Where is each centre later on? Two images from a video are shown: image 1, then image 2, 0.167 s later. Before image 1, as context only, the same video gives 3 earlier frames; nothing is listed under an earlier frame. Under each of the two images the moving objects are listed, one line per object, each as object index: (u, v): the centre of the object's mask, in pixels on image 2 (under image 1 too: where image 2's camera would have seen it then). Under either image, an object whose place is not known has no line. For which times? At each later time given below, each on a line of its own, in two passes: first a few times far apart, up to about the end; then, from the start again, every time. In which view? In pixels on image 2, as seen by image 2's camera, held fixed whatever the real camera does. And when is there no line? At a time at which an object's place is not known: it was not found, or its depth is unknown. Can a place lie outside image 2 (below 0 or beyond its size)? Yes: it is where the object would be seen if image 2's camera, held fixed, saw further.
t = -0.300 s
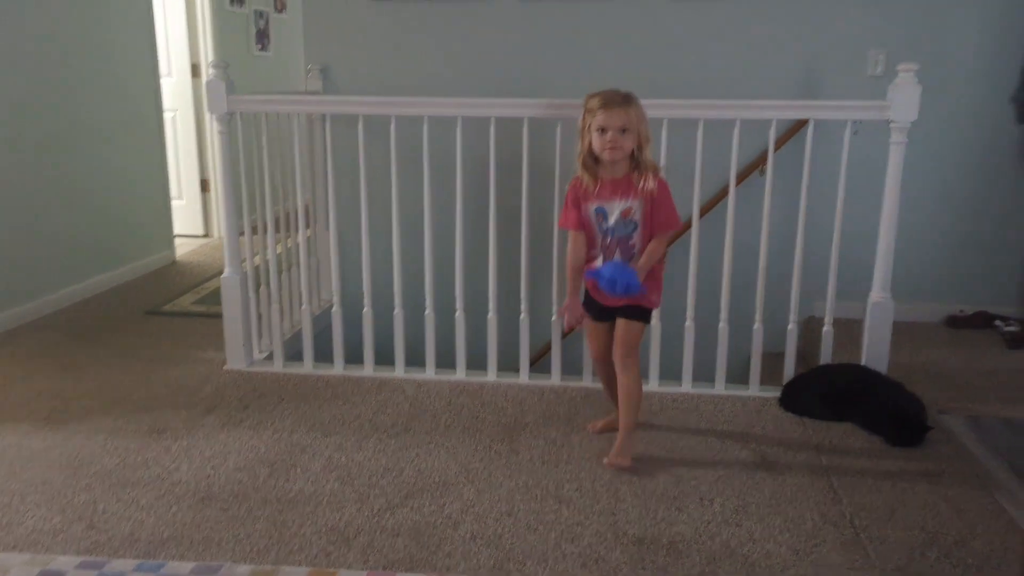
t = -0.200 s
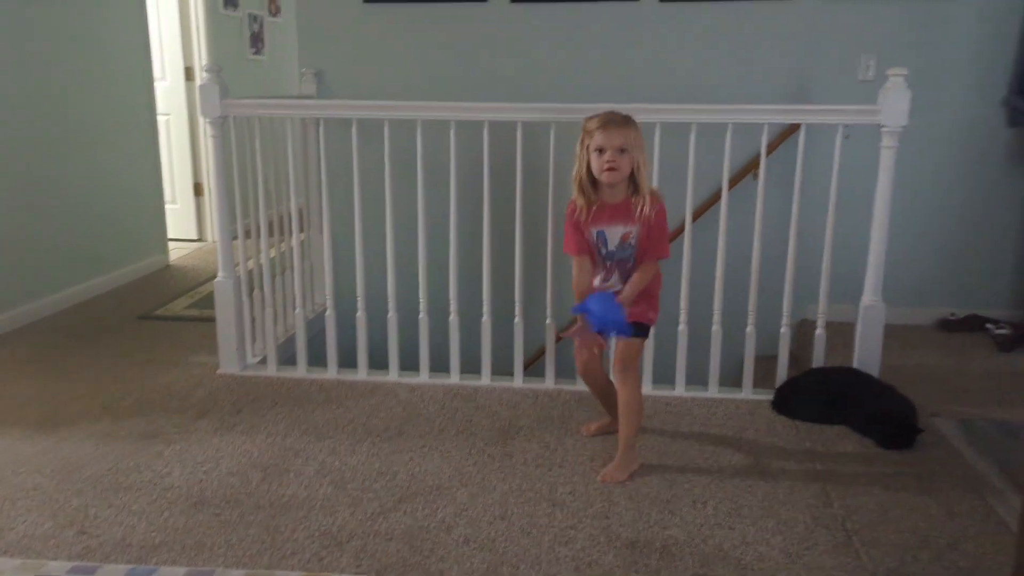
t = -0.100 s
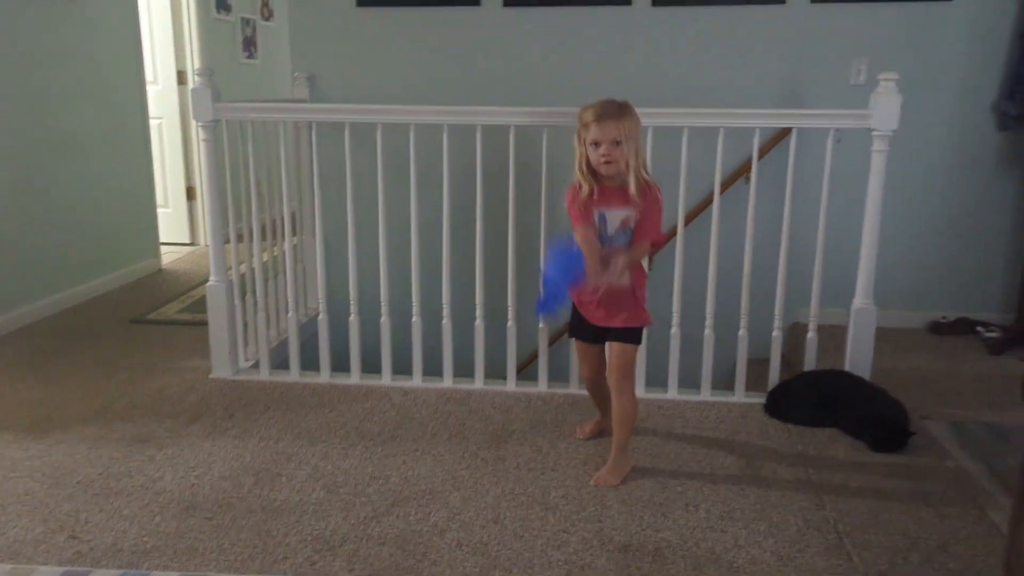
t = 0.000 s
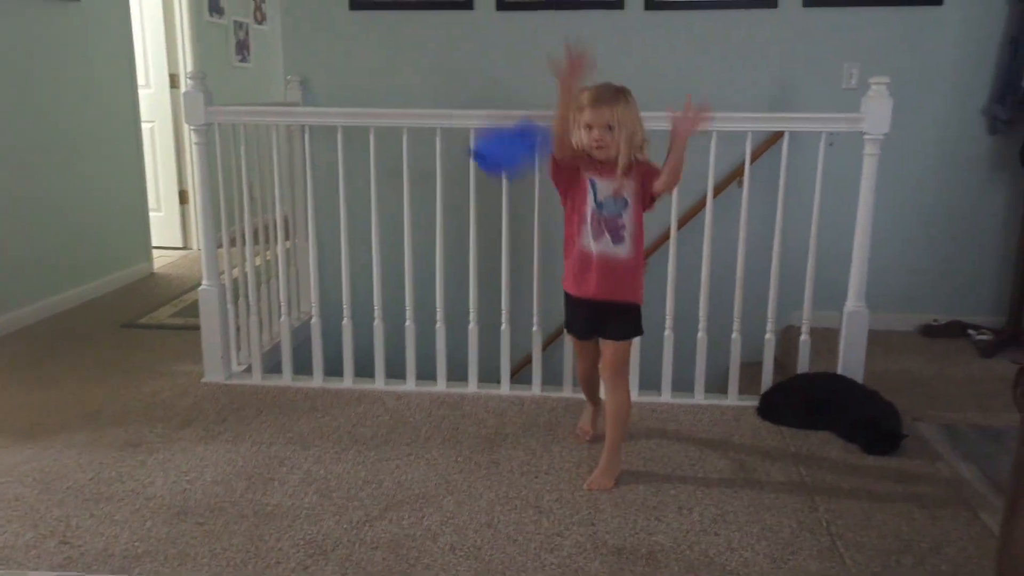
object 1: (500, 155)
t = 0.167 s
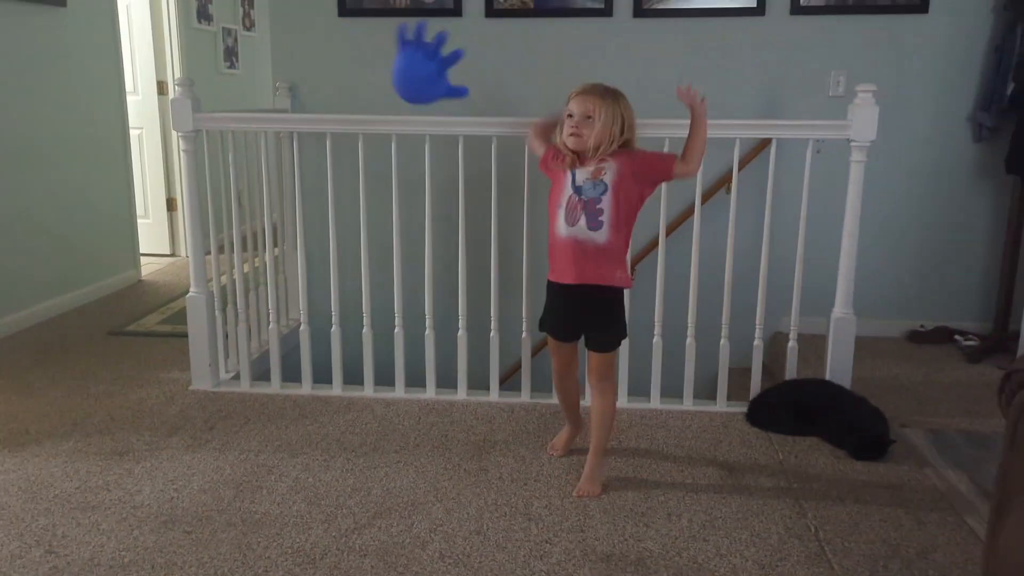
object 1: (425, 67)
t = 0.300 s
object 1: (379, 90)
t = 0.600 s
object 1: (332, 423)
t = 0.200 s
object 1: (413, 68)
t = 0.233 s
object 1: (402, 69)
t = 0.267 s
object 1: (391, 75)
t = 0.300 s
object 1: (379, 90)
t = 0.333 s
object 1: (368, 113)
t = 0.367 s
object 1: (359, 140)
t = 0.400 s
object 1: (351, 170)
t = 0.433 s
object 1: (343, 204)
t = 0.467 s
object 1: (334, 238)
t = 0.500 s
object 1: (328, 277)
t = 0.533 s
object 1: (328, 329)
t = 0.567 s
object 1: (329, 377)
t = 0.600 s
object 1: (332, 423)
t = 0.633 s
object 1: (334, 466)
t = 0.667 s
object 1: (337, 513)
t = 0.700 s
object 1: (346, 534)
